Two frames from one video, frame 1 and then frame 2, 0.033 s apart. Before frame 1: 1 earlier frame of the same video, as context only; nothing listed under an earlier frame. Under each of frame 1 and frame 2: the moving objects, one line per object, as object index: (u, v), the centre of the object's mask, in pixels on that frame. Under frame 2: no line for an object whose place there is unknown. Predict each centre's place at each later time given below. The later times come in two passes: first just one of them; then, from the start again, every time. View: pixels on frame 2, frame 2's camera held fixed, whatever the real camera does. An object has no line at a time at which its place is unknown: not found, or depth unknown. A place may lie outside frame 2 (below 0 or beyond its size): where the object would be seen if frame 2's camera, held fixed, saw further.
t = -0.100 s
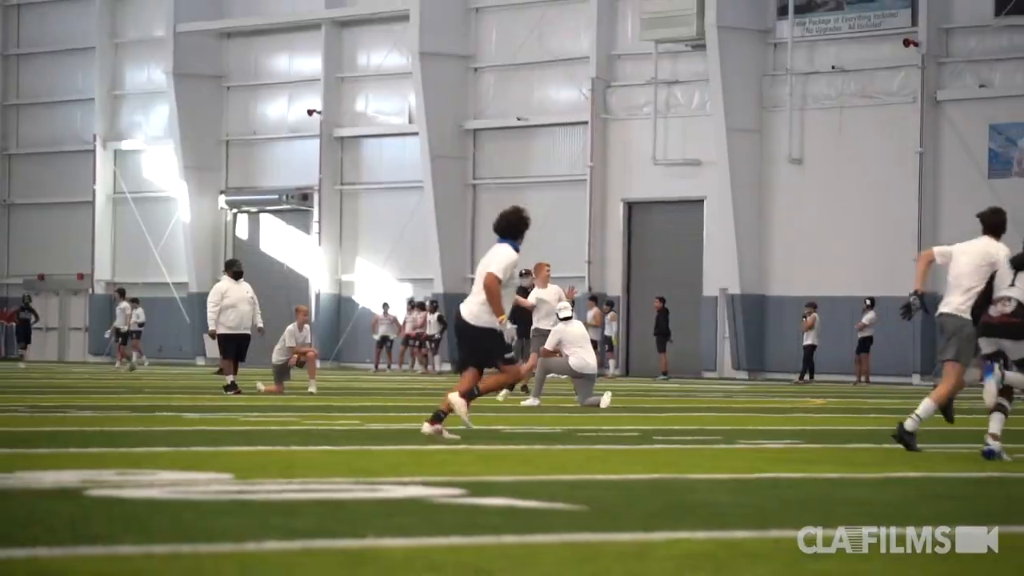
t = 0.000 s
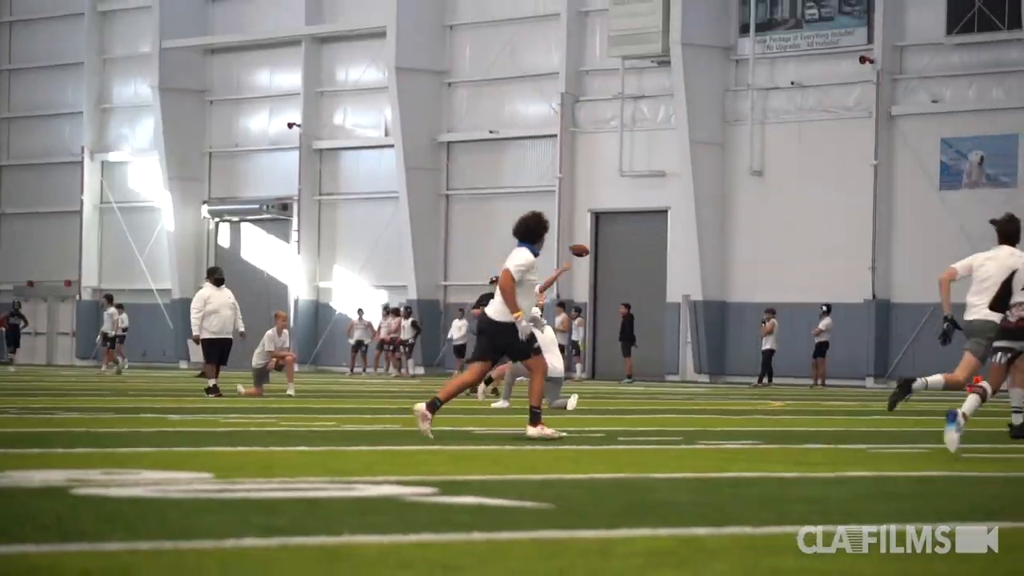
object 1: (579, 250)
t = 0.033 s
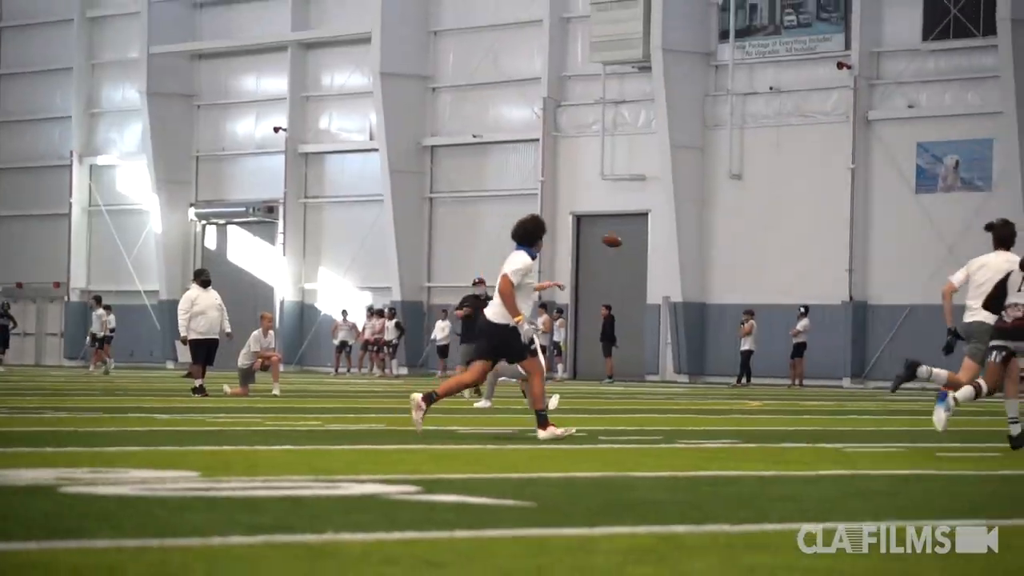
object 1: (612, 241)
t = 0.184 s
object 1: (837, 203)
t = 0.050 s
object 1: (638, 235)
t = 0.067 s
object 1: (663, 230)
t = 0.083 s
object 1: (688, 225)
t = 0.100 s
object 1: (713, 221)
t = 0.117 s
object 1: (738, 216)
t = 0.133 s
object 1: (762, 213)
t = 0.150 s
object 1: (787, 209)
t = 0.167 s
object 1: (812, 206)
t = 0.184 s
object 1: (837, 203)
